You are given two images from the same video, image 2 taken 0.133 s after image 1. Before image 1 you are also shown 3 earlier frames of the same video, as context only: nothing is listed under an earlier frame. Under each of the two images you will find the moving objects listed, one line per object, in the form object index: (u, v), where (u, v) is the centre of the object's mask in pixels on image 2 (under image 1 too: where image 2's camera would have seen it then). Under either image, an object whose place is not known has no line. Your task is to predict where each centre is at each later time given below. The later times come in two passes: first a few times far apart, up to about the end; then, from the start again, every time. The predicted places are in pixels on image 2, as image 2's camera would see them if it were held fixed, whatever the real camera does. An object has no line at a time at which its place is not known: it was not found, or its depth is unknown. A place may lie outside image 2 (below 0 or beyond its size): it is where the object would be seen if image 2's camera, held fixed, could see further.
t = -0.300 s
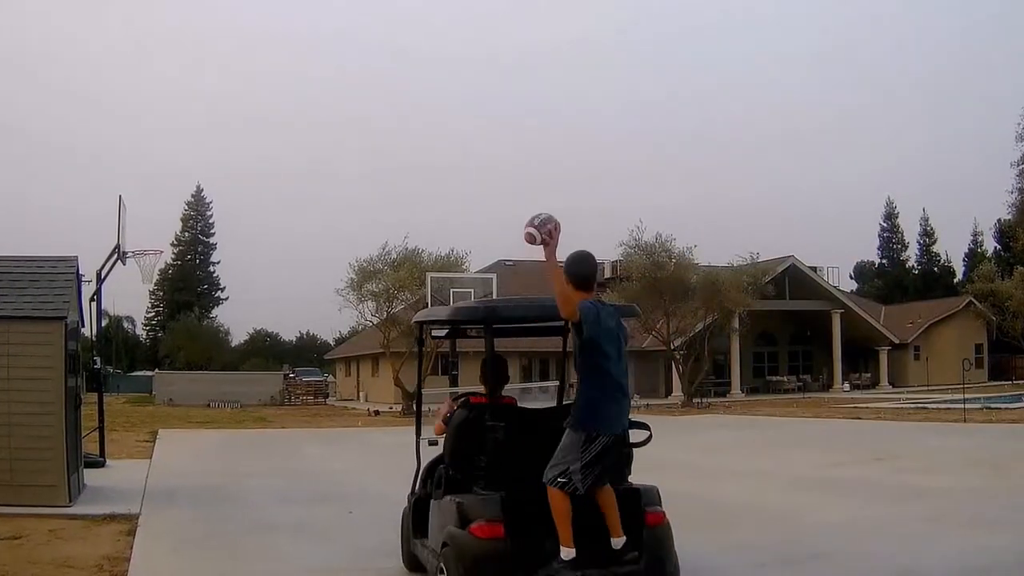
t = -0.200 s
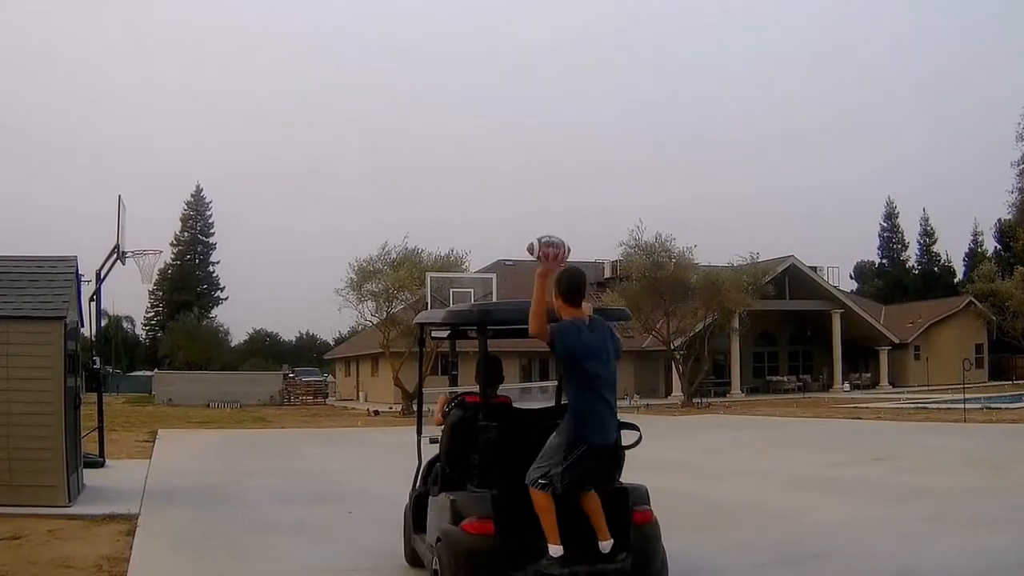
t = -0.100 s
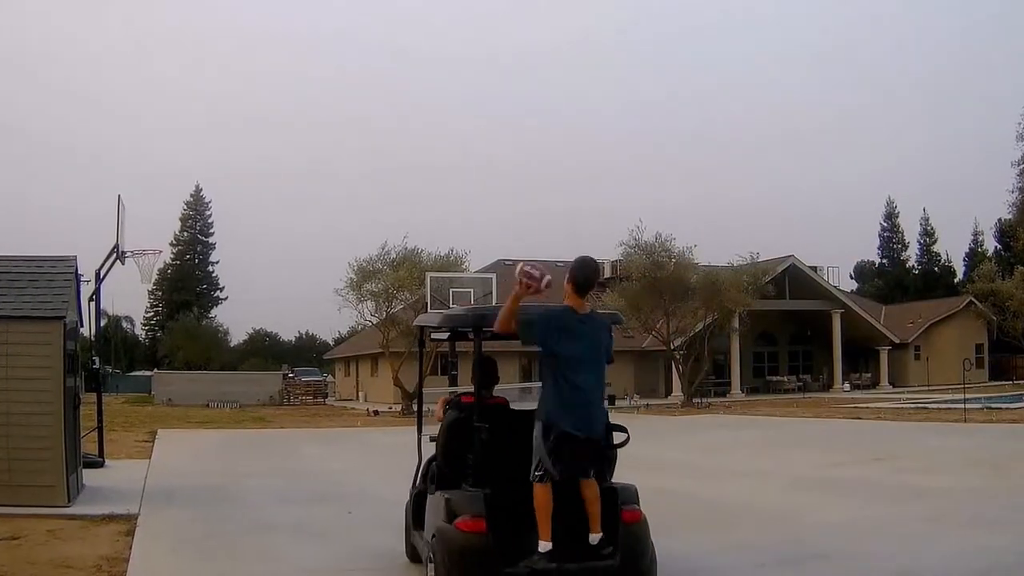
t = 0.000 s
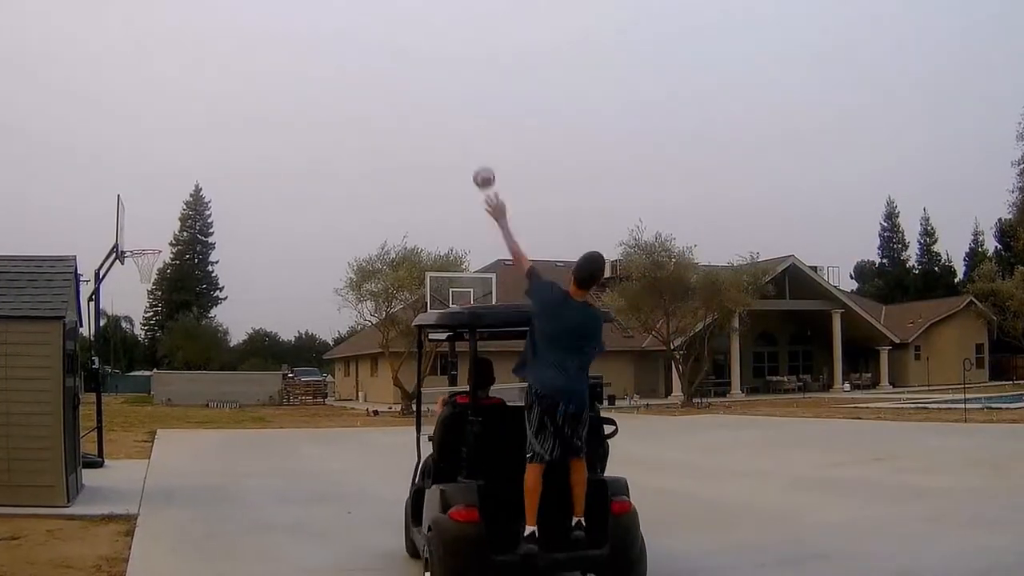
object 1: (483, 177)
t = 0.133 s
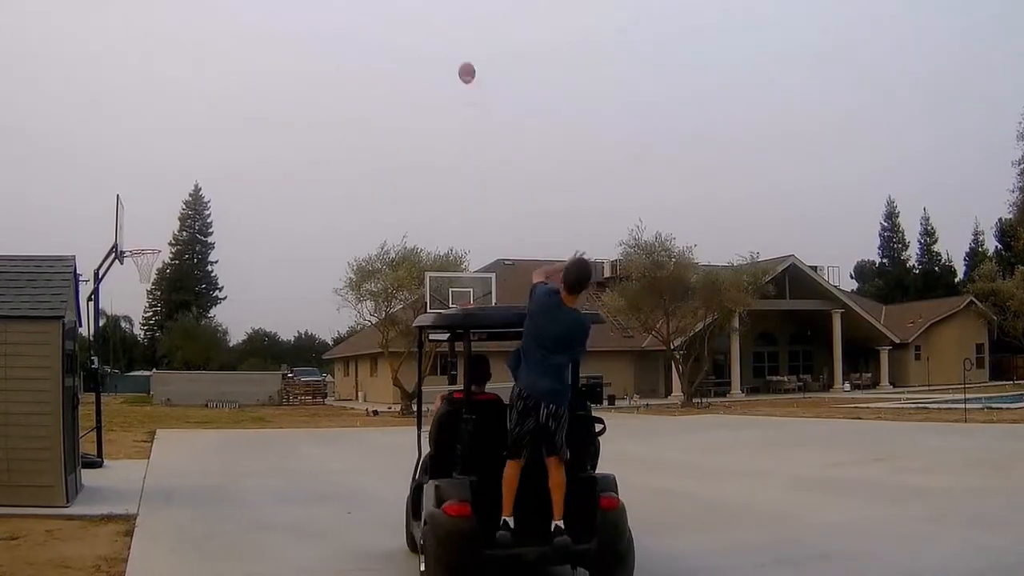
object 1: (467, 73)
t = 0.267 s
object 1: (457, 26)
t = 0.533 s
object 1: (450, 11)
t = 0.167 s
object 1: (463, 58)
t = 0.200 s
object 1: (462, 45)
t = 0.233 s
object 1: (460, 34)
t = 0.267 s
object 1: (457, 26)
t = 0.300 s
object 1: (456, 21)
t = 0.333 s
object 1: (455, 16)
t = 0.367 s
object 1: (454, 13)
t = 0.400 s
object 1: (453, 11)
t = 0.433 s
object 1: (452, 10)
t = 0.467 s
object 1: (452, 9)
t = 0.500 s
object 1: (451, 9)
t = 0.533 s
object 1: (450, 11)
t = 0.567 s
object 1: (450, 13)
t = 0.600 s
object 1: (450, 16)
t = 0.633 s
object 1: (450, 18)
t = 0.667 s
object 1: (449, 22)
